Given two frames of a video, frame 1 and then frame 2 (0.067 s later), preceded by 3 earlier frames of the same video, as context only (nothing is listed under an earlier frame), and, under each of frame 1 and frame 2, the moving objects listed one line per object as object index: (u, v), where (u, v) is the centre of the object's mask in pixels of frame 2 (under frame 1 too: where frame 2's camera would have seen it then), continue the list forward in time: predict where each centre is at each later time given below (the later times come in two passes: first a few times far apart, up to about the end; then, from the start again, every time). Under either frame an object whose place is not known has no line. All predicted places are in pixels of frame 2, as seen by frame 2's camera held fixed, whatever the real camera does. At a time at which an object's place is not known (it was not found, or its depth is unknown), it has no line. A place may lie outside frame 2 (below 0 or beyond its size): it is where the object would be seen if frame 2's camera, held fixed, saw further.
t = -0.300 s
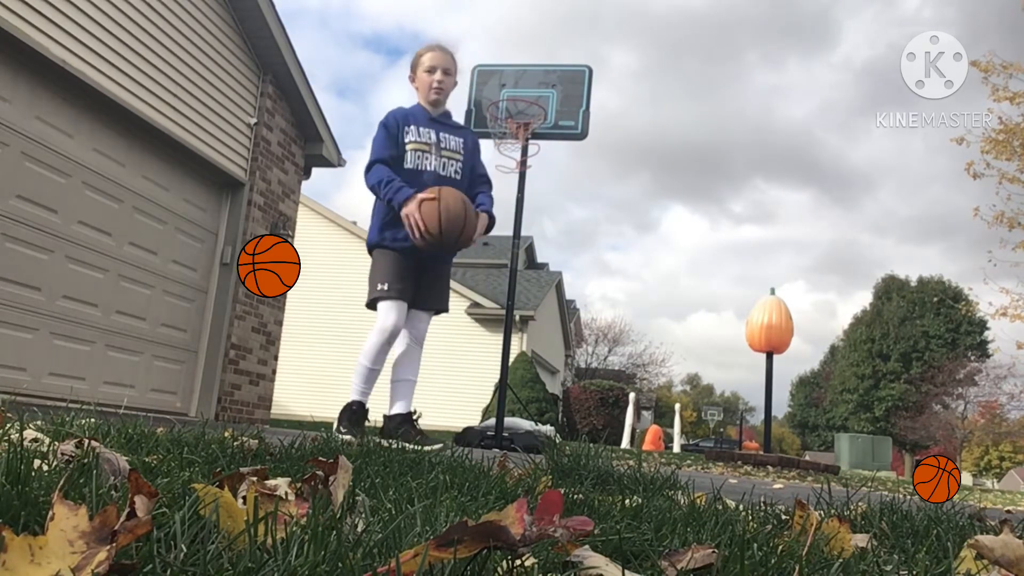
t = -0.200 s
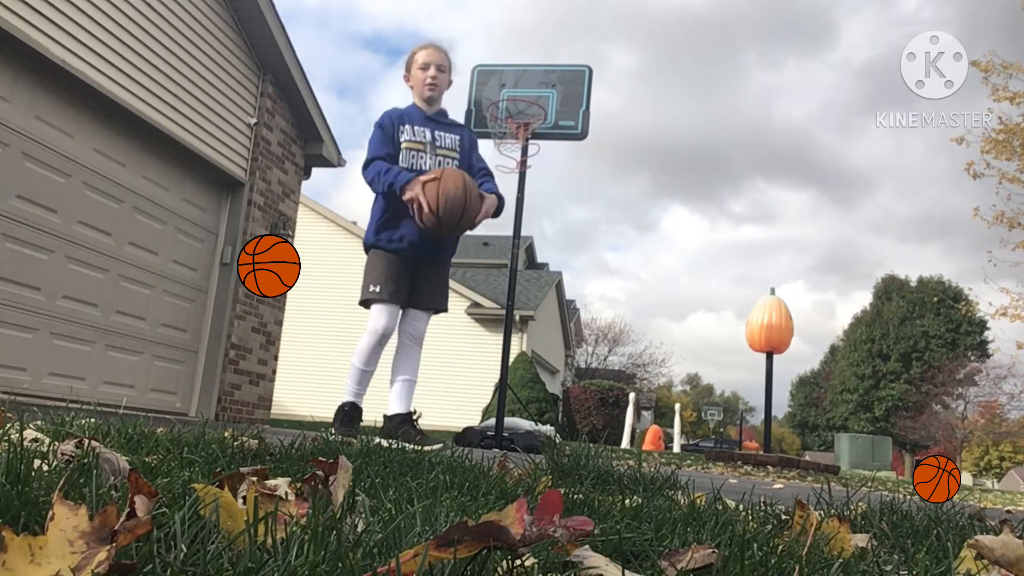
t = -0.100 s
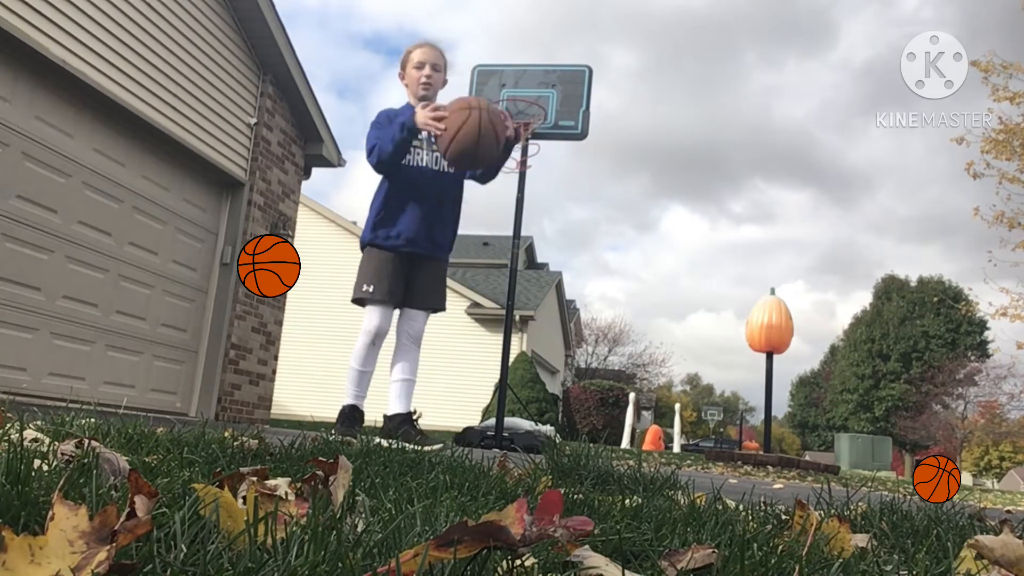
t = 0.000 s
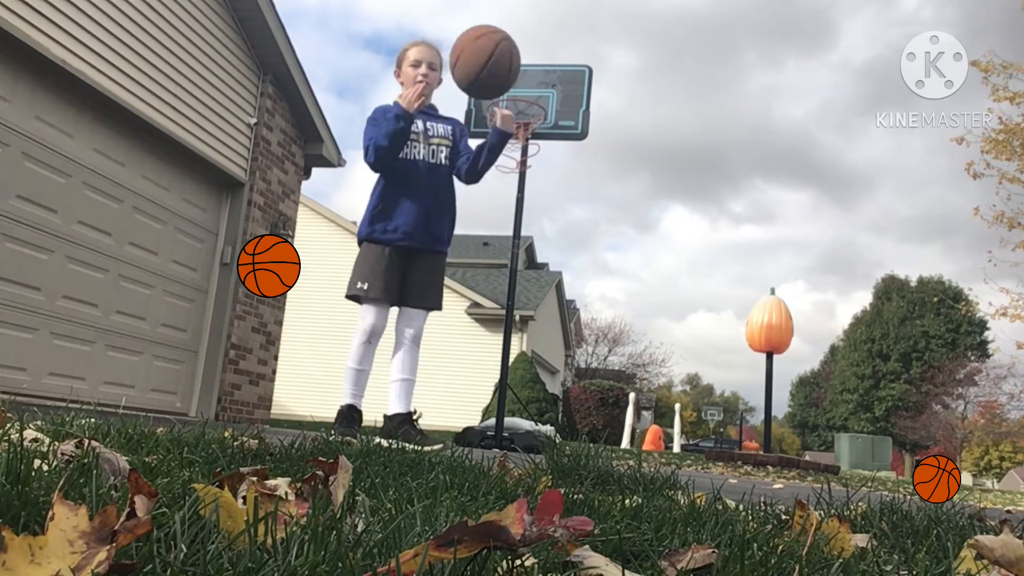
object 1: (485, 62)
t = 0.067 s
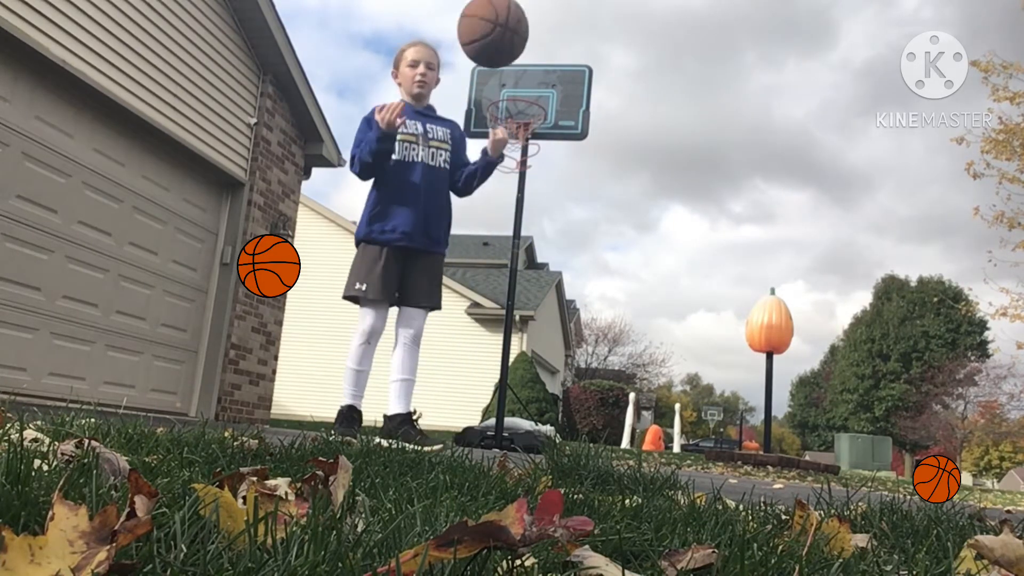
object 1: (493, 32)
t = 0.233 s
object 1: (508, 19)
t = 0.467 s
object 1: (517, 106)
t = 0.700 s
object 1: (514, 377)
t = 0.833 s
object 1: (505, 305)
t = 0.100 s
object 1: (496, 25)
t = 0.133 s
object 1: (500, 22)
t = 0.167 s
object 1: (503, 20)
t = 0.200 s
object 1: (506, 19)
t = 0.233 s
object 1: (508, 19)
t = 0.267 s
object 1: (510, 22)
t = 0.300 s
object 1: (512, 25)
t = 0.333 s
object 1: (513, 32)
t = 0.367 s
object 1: (515, 45)
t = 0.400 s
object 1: (516, 62)
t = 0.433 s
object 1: (517, 82)
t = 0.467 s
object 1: (517, 106)
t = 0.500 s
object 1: (517, 133)
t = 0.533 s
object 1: (517, 164)
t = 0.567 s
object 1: (517, 199)
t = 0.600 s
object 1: (517, 237)
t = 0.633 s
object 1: (516, 279)
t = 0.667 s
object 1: (515, 326)
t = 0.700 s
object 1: (514, 377)
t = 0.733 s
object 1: (511, 424)
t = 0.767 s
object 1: (509, 381)
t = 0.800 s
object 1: (508, 340)
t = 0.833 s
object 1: (505, 305)
